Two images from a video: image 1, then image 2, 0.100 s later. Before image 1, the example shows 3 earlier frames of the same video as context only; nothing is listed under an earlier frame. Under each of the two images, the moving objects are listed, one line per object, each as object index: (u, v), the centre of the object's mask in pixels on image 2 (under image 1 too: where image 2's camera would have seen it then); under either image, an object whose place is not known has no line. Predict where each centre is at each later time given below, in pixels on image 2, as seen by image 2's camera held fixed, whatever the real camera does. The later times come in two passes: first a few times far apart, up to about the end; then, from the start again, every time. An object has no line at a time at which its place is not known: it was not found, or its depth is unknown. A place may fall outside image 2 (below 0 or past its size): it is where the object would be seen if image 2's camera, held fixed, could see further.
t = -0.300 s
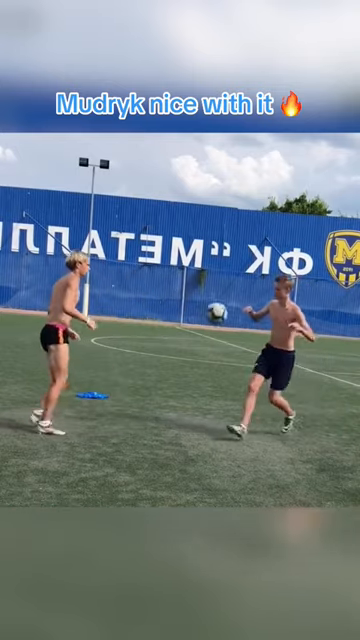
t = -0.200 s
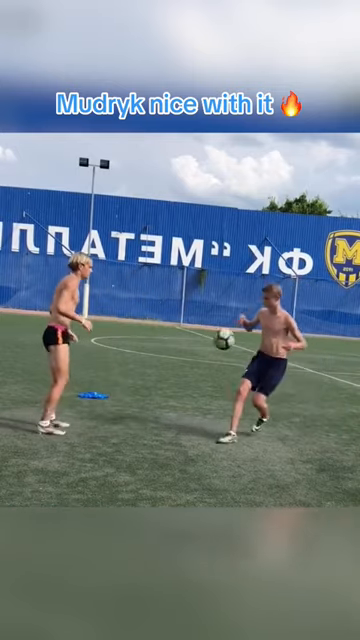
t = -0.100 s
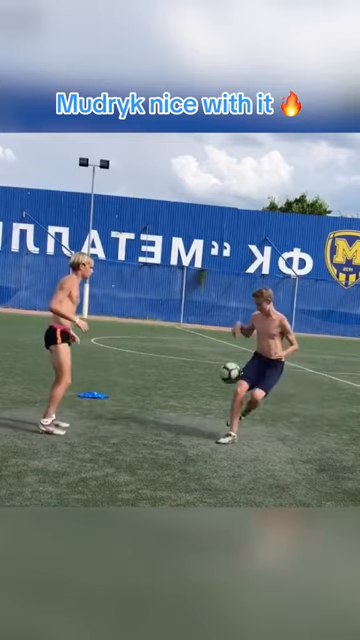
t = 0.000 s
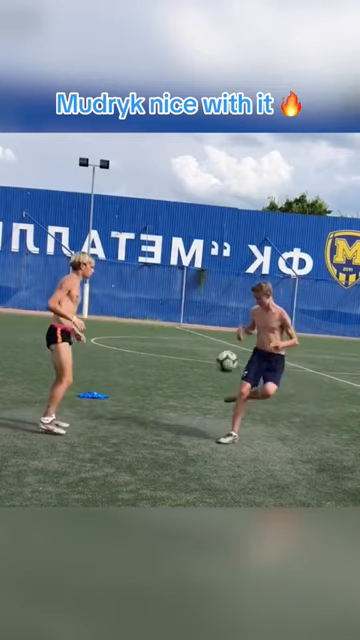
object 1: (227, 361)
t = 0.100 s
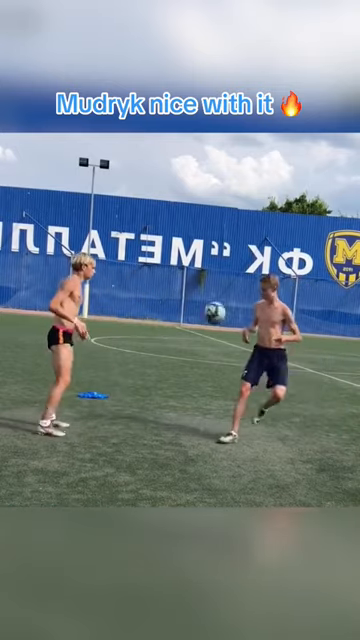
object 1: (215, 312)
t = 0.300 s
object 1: (186, 238)
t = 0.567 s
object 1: (138, 198)
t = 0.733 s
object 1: (101, 213)
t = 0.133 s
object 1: (211, 298)
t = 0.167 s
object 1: (206, 284)
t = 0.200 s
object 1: (201, 271)
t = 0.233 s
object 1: (197, 260)
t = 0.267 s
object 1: (191, 248)
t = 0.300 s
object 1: (186, 238)
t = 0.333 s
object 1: (180, 229)
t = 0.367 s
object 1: (175, 221)
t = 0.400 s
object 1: (169, 214)
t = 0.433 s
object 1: (163, 210)
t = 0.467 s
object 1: (157, 206)
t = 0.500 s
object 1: (151, 203)
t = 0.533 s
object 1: (144, 200)
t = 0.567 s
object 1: (138, 198)
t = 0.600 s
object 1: (131, 199)
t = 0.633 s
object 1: (124, 201)
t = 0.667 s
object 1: (116, 204)
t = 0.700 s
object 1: (109, 207)
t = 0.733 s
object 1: (101, 213)
